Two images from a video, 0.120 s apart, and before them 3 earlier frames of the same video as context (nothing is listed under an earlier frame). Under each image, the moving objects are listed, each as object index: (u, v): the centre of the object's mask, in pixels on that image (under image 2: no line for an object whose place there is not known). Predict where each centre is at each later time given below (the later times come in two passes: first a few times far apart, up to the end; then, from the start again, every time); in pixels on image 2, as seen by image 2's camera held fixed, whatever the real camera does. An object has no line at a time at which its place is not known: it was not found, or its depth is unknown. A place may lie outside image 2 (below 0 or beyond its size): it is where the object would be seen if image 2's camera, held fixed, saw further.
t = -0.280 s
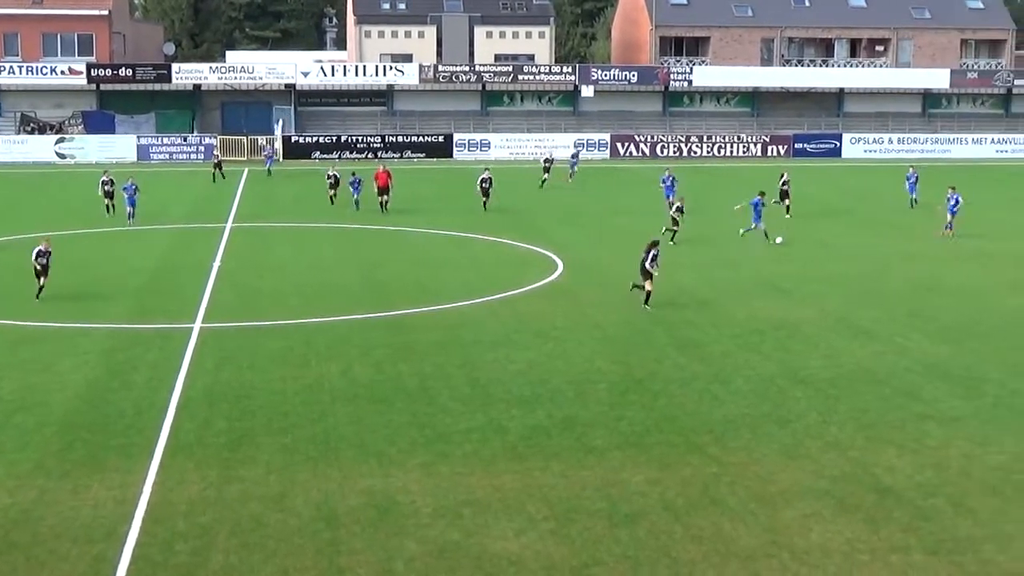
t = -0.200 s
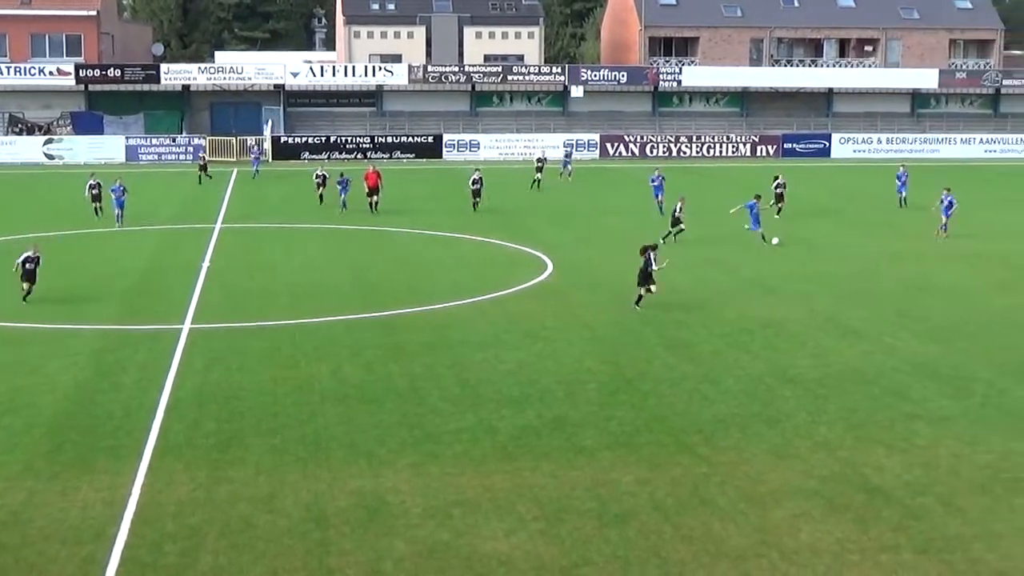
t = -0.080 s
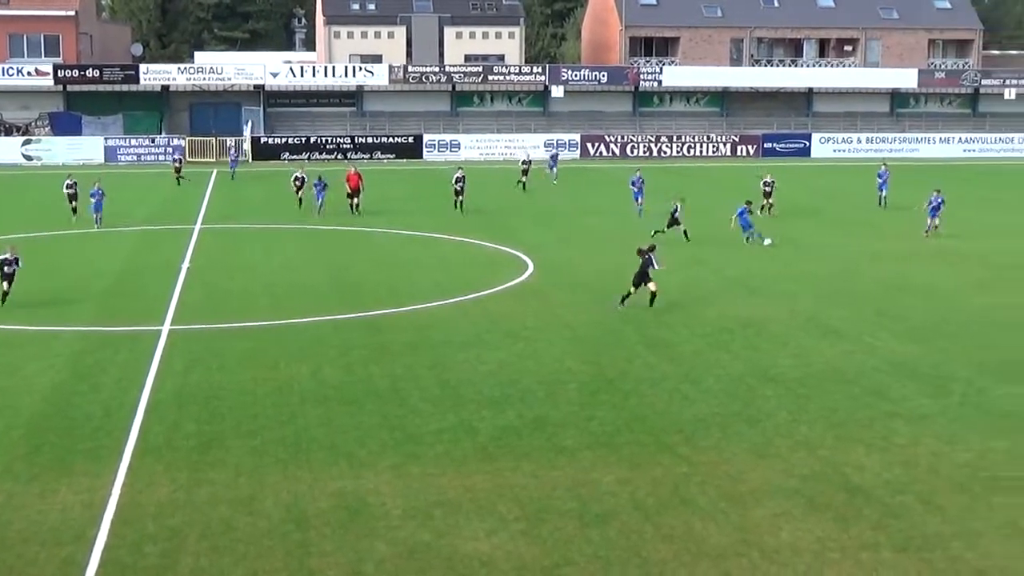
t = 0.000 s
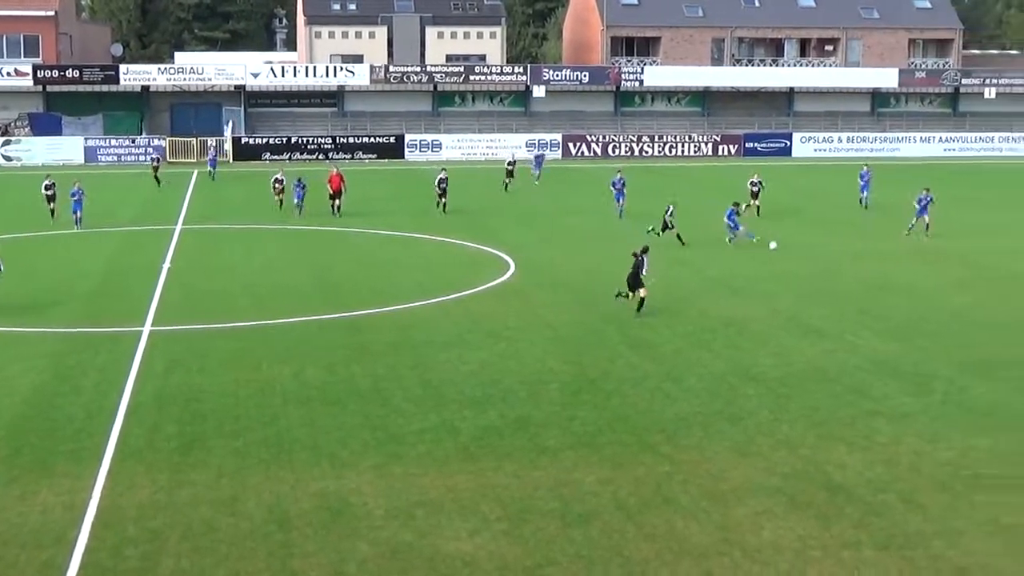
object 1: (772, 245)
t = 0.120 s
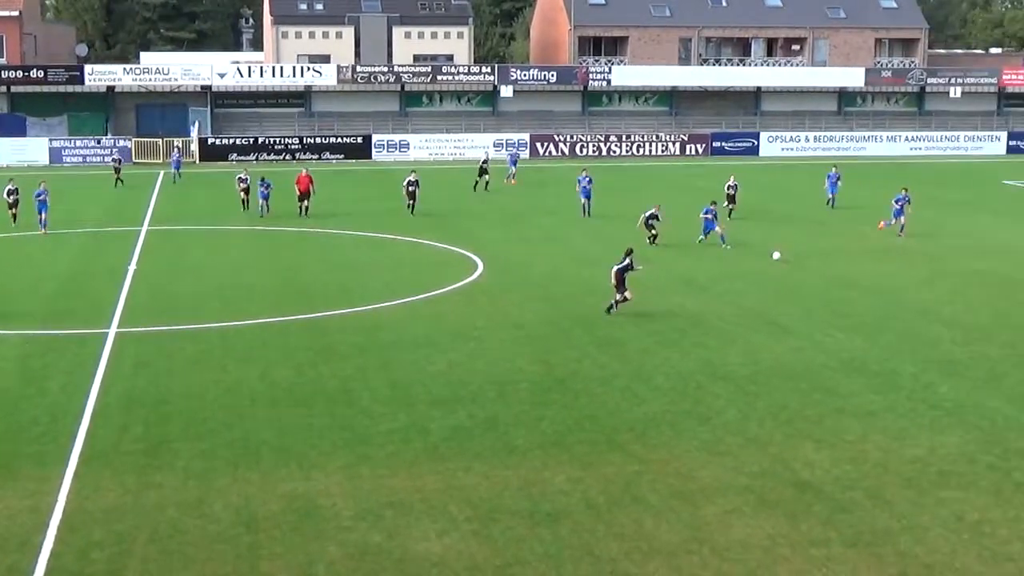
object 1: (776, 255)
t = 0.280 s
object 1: (818, 266)
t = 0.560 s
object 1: (886, 289)
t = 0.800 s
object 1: (935, 305)
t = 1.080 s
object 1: (994, 328)
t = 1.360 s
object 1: (1057, 352)
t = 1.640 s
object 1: (1127, 378)
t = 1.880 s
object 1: (1191, 401)
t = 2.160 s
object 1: (1266, 431)
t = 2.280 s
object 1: (1299, 443)
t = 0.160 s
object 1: (788, 261)
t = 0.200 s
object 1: (798, 263)
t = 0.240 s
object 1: (809, 264)
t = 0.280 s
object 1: (818, 266)
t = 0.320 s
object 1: (829, 270)
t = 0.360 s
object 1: (839, 275)
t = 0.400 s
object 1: (849, 279)
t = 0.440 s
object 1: (859, 280)
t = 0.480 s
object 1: (868, 282)
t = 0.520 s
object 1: (877, 285)
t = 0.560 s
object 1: (886, 289)
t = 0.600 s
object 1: (896, 294)
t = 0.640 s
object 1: (904, 294)
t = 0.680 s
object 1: (912, 296)
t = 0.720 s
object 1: (919, 298)
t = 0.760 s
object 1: (927, 301)
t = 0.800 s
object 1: (935, 305)
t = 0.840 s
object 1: (944, 310)
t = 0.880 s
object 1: (952, 313)
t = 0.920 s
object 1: (961, 315)
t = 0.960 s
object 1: (969, 319)
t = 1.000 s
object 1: (977, 323)
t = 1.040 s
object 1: (986, 326)
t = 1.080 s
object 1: (994, 328)
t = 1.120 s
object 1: (1003, 331)
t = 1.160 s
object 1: (1011, 335)
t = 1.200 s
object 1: (1020, 338)
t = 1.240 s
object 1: (1029, 340)
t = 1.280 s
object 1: (1038, 343)
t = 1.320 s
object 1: (1048, 347)
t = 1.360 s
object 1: (1057, 352)
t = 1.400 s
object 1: (1067, 356)
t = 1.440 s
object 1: (1077, 359)
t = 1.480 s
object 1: (1087, 363)
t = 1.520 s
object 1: (1096, 367)
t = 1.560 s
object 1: (1106, 370)
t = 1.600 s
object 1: (1117, 374)
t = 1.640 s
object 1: (1127, 378)
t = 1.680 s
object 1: (1138, 382)
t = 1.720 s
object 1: (1149, 386)
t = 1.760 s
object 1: (1159, 389)
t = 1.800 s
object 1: (1169, 393)
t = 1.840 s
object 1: (1180, 398)
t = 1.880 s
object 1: (1191, 401)
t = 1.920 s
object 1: (1202, 407)
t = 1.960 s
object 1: (1213, 410)
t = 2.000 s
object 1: (1223, 414)
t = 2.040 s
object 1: (1234, 418)
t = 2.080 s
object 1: (1245, 422)
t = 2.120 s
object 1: (1255, 427)
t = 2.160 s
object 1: (1266, 431)
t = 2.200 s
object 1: (1278, 436)
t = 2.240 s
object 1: (1288, 440)
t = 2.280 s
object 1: (1299, 443)
